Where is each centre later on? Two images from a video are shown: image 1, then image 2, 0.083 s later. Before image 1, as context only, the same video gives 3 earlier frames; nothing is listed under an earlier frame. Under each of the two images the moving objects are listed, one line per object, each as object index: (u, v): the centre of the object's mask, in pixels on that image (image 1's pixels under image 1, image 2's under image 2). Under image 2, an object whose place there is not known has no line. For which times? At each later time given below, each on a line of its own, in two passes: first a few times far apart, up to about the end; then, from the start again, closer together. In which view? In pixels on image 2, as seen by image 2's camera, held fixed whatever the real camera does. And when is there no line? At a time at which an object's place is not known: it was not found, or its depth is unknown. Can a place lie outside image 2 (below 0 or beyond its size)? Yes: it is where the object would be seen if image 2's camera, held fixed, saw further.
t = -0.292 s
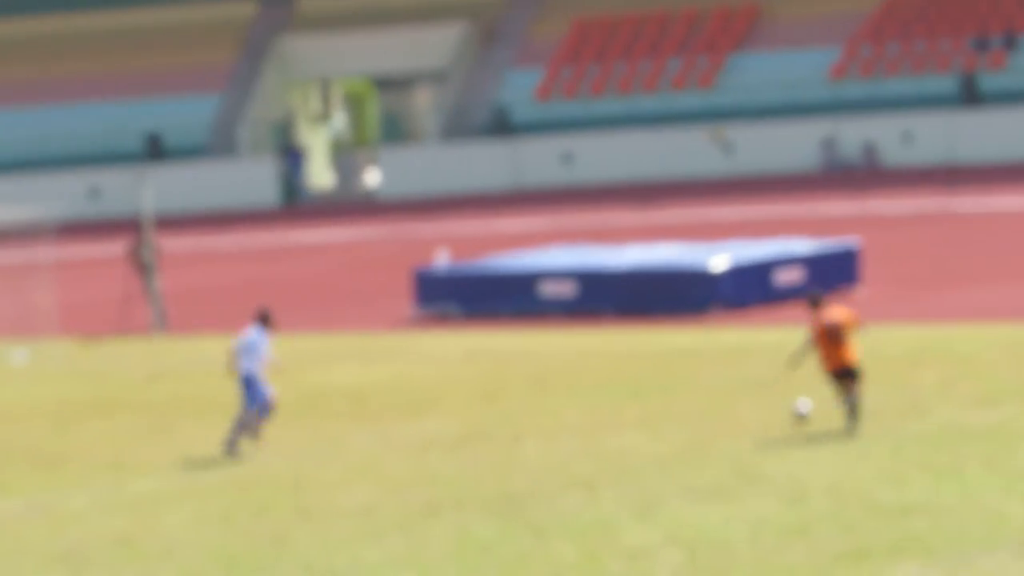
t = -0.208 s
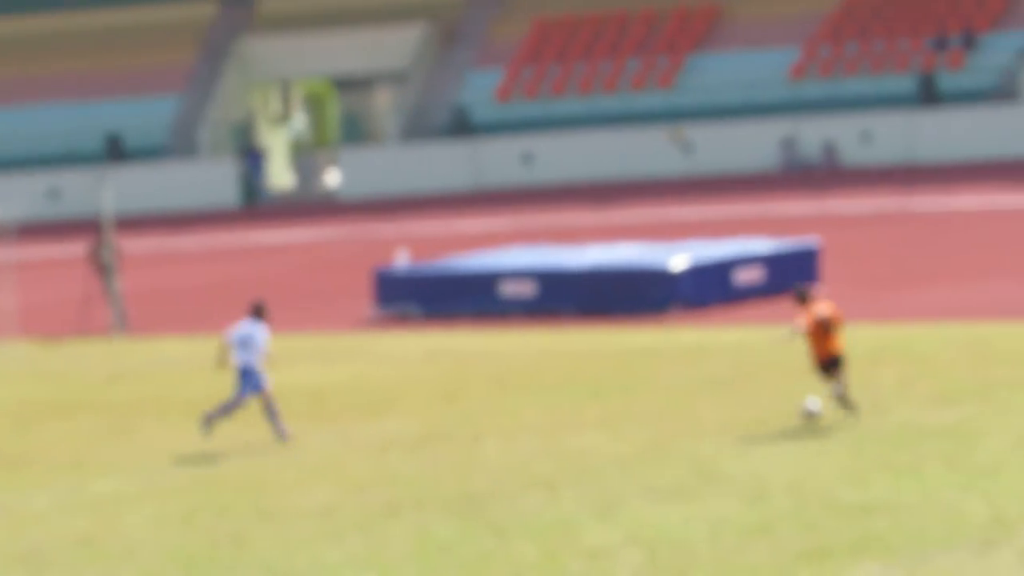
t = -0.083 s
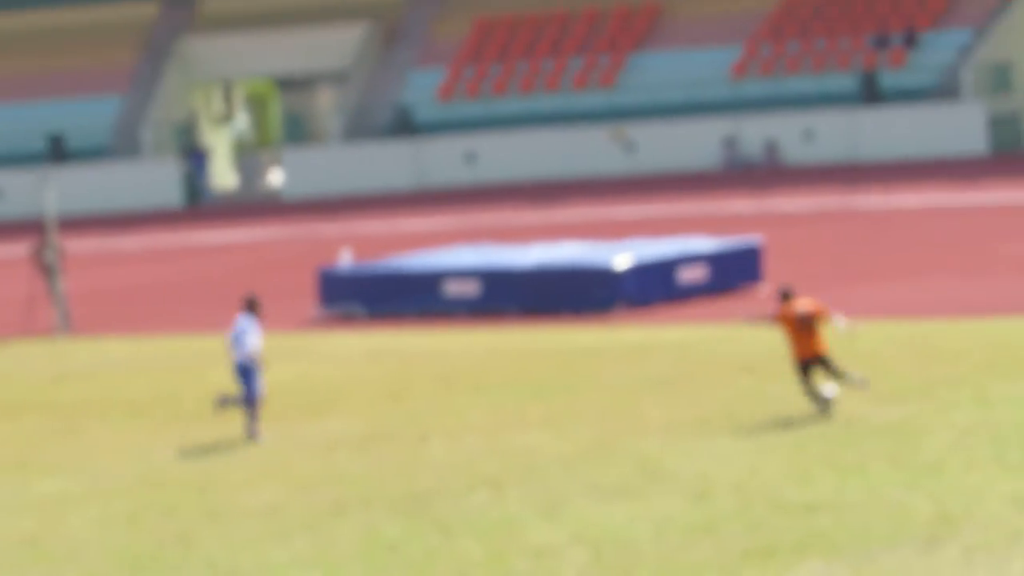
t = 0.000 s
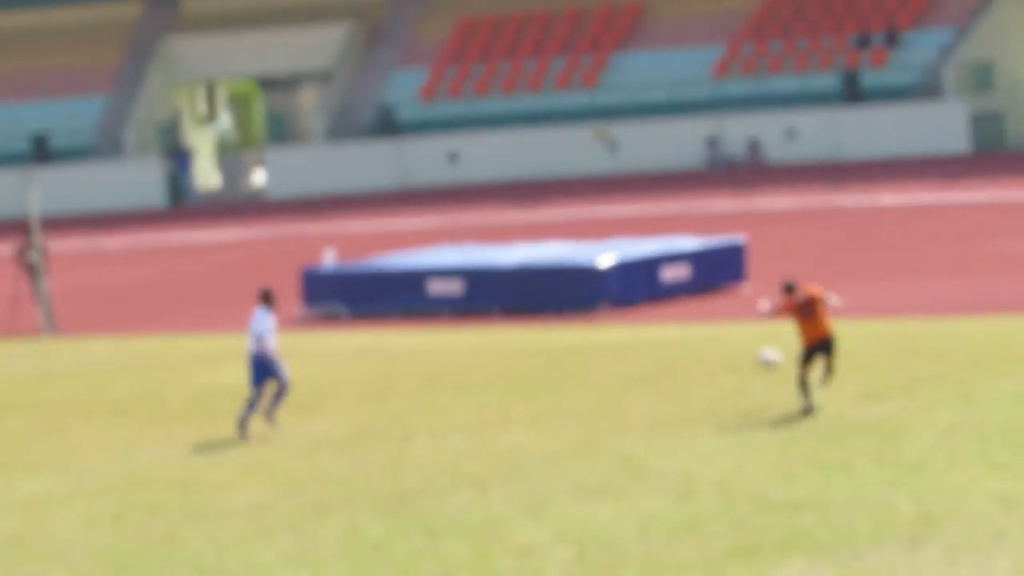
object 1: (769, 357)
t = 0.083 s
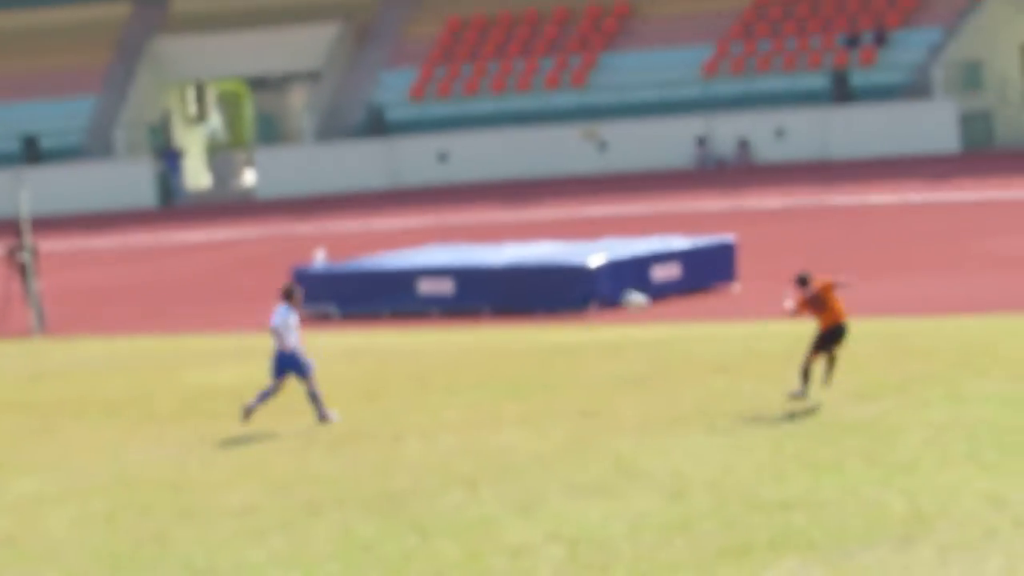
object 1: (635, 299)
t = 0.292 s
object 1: (356, 194)
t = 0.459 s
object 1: (162, 134)
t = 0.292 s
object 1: (356, 194)
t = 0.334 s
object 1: (306, 176)
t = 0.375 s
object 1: (256, 161)
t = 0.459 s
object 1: (162, 134)
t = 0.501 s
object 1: (117, 124)
